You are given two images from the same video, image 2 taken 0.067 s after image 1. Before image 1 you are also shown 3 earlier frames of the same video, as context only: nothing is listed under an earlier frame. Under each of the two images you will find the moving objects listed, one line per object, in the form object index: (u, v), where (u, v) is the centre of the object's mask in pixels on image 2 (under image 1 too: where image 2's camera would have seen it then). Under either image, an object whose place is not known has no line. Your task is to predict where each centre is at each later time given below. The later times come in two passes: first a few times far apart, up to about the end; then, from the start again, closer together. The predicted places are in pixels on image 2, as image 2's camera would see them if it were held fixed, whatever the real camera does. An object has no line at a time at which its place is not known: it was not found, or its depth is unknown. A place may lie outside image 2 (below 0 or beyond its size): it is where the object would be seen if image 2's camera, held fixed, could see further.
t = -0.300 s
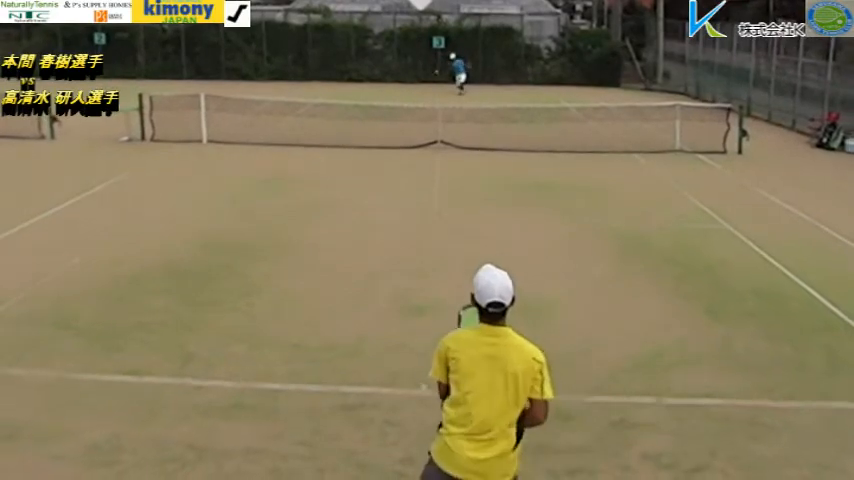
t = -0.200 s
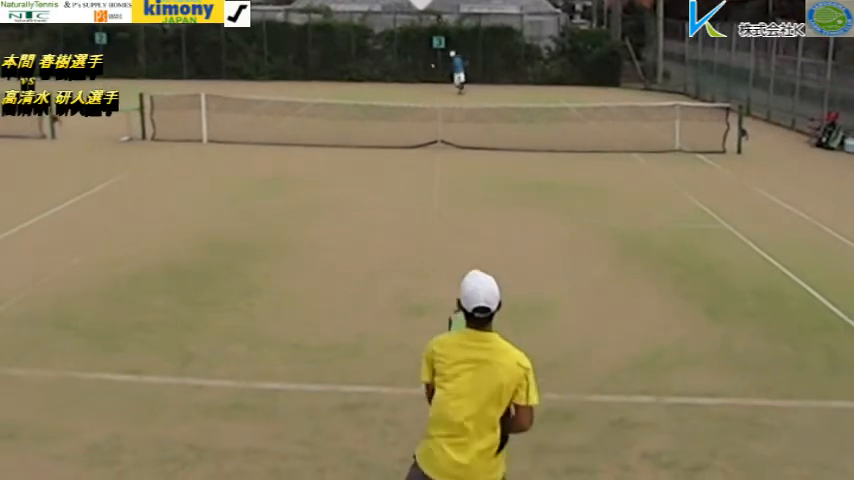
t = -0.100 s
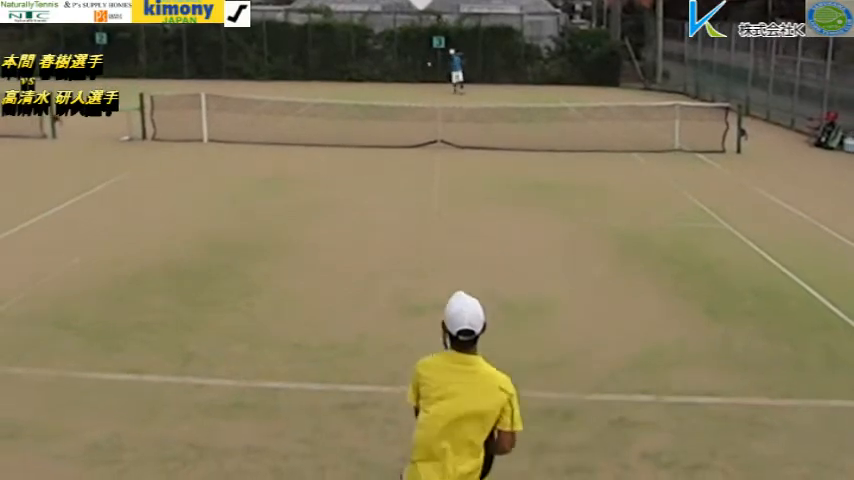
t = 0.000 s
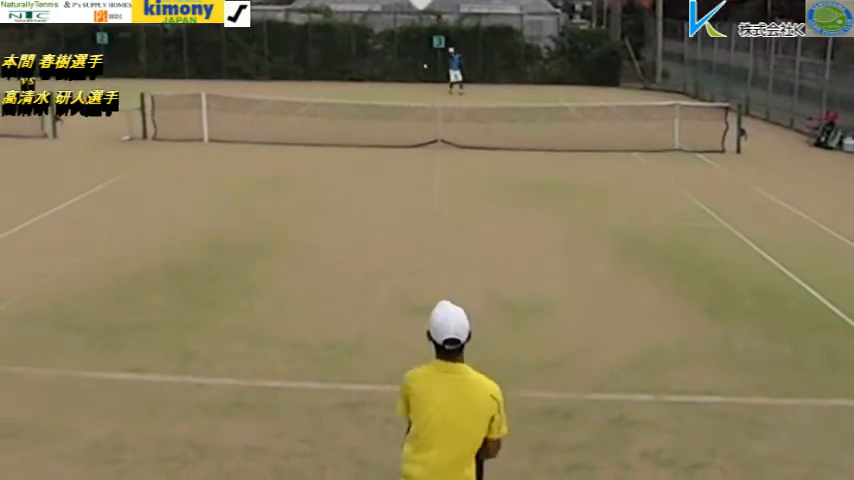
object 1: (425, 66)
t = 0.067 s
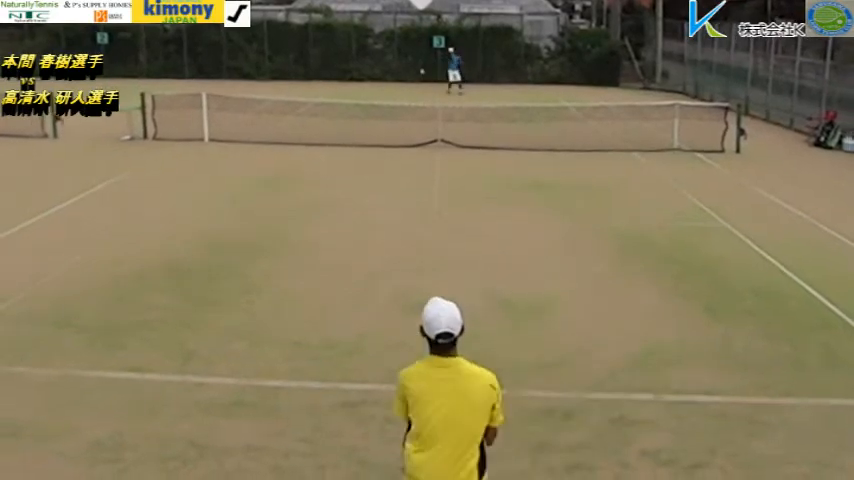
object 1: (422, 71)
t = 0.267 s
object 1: (411, 110)
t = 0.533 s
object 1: (390, 249)
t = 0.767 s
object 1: (368, 251)
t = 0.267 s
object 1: (411, 110)
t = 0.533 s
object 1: (390, 249)
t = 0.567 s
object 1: (388, 246)
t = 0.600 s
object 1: (385, 243)
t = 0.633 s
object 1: (382, 242)
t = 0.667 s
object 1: (379, 242)
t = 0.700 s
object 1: (376, 244)
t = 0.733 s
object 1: (372, 246)
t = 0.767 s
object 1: (368, 251)
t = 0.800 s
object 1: (363, 258)
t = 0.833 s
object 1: (359, 267)
